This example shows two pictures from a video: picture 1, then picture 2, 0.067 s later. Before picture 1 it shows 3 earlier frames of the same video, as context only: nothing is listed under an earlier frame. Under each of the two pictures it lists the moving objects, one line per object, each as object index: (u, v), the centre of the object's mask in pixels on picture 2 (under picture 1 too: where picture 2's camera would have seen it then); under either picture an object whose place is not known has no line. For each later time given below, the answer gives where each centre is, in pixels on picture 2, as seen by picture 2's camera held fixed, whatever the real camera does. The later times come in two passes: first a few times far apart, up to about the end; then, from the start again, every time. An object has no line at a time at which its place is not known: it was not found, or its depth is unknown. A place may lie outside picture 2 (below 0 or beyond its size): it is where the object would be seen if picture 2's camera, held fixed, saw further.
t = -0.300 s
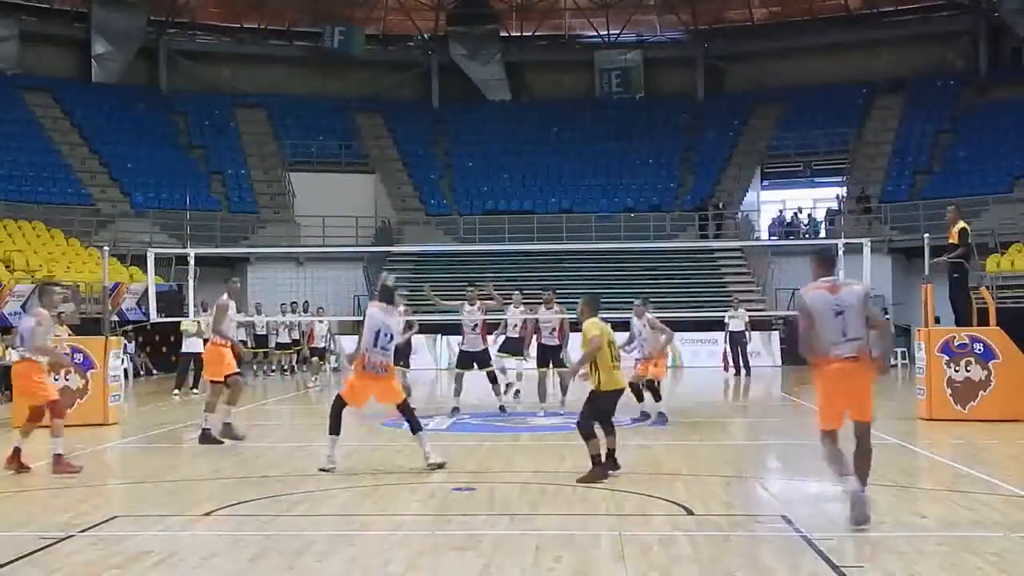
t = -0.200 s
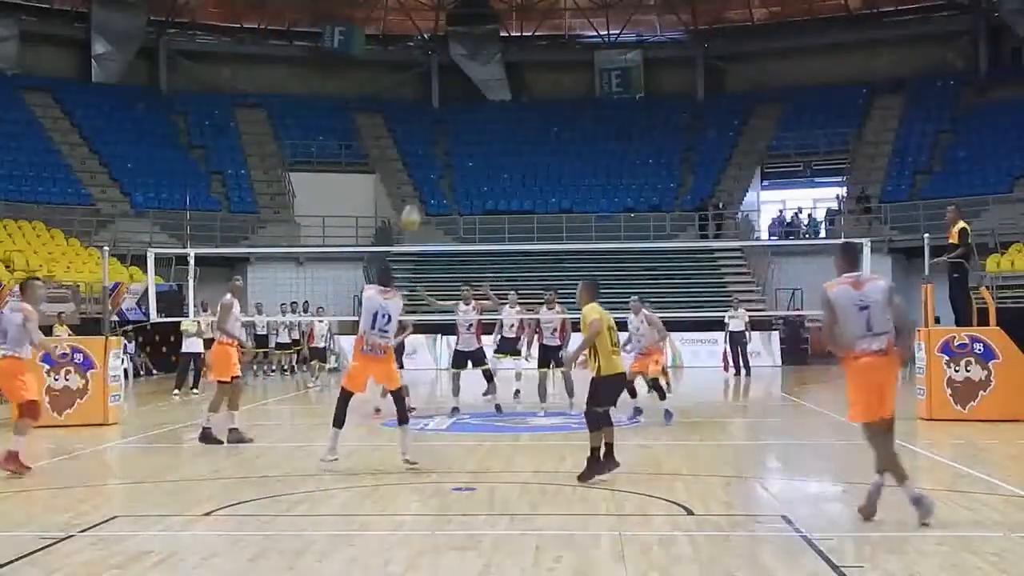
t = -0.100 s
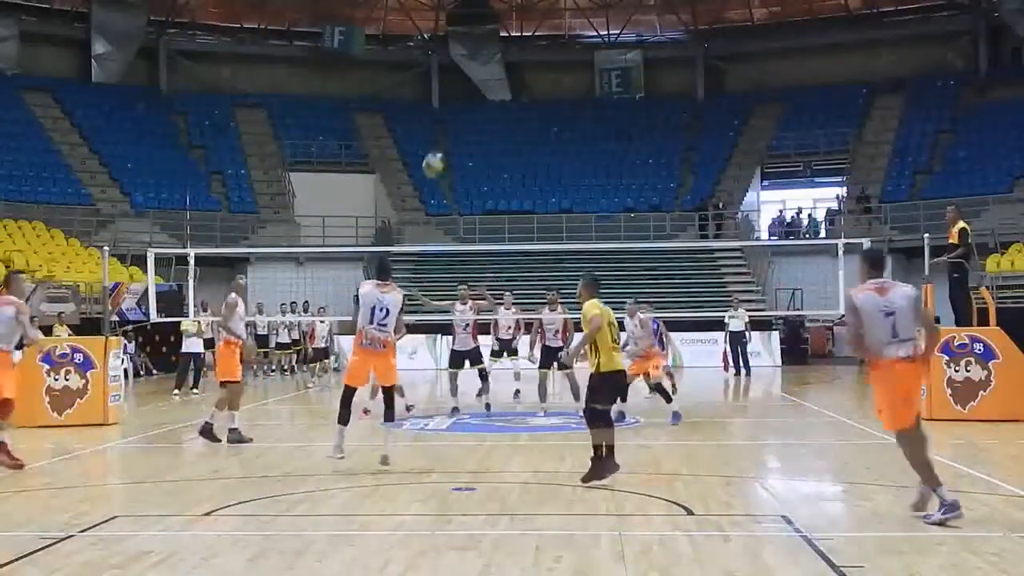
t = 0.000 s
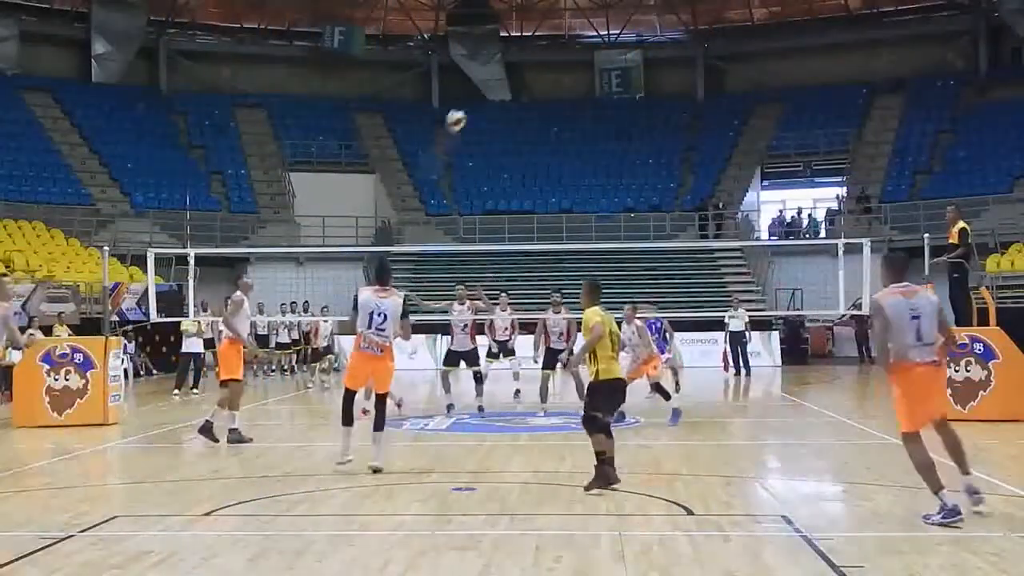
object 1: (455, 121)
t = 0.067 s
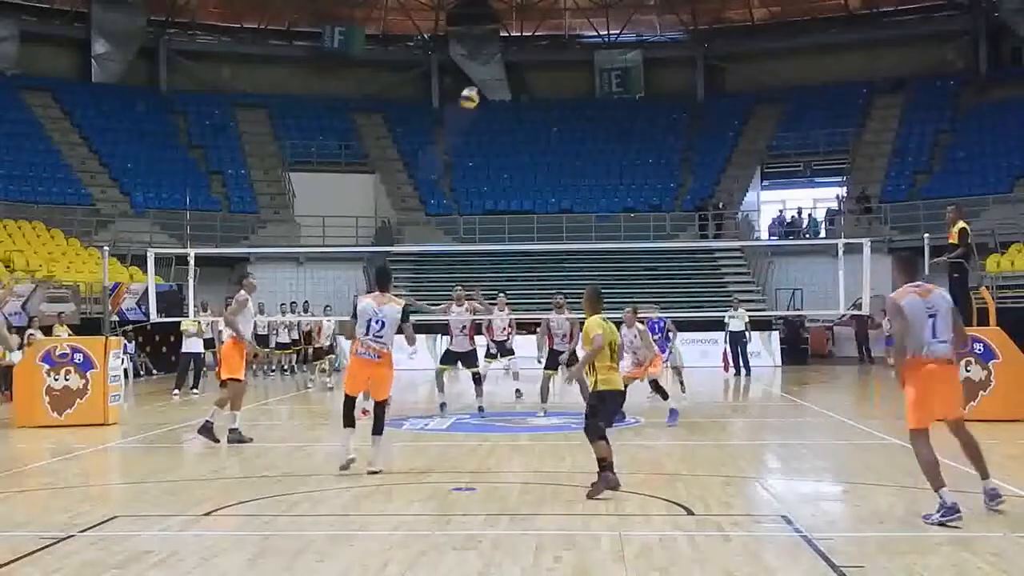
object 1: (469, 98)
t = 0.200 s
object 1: (497, 64)
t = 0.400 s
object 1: (536, 46)
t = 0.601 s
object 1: (572, 61)
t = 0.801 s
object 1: (606, 104)
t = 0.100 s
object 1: (476, 89)
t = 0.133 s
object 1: (483, 79)
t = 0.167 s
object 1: (490, 72)
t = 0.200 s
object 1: (497, 64)
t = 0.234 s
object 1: (504, 59)
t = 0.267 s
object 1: (510, 56)
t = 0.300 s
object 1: (516, 52)
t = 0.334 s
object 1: (523, 50)
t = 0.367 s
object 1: (529, 47)
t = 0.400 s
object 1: (536, 46)
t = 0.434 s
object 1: (542, 47)
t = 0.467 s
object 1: (548, 48)
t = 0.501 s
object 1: (554, 51)
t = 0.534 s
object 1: (561, 53)
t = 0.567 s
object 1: (566, 57)
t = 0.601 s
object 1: (572, 61)
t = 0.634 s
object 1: (578, 66)
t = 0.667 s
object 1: (584, 73)
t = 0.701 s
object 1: (590, 79)
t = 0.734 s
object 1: (595, 87)
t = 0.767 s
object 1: (601, 95)
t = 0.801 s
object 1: (606, 104)
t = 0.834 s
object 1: (611, 114)
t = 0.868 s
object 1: (617, 125)
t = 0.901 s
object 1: (622, 135)
